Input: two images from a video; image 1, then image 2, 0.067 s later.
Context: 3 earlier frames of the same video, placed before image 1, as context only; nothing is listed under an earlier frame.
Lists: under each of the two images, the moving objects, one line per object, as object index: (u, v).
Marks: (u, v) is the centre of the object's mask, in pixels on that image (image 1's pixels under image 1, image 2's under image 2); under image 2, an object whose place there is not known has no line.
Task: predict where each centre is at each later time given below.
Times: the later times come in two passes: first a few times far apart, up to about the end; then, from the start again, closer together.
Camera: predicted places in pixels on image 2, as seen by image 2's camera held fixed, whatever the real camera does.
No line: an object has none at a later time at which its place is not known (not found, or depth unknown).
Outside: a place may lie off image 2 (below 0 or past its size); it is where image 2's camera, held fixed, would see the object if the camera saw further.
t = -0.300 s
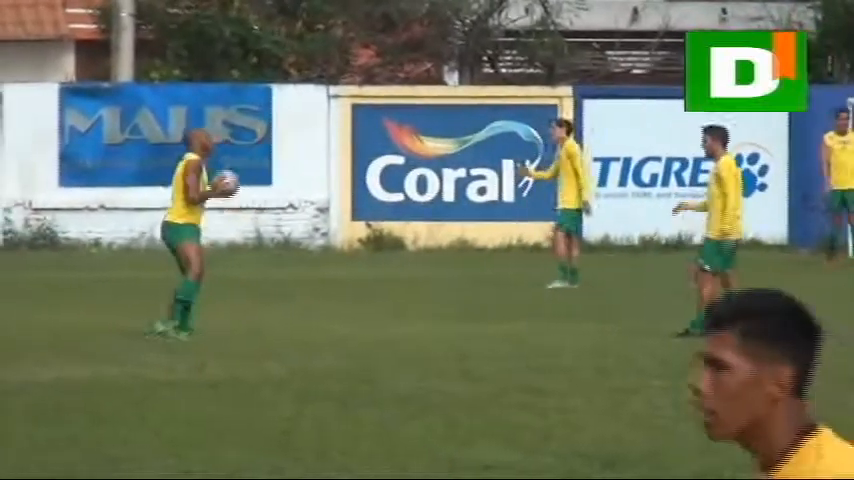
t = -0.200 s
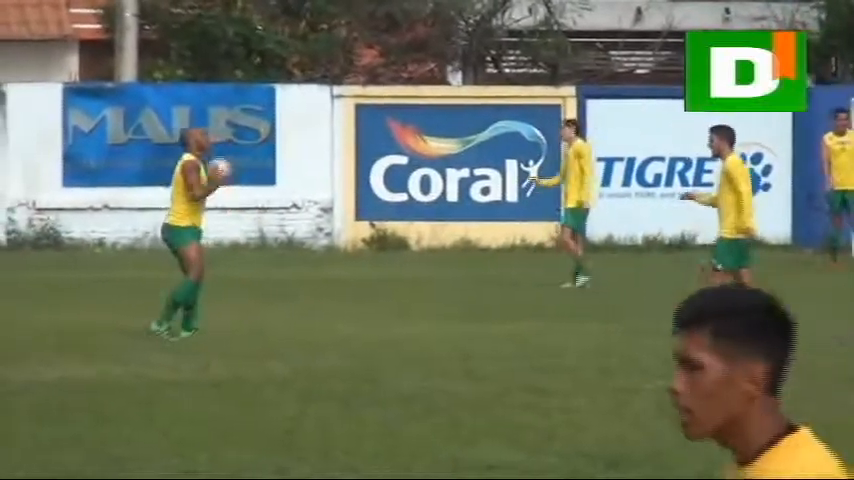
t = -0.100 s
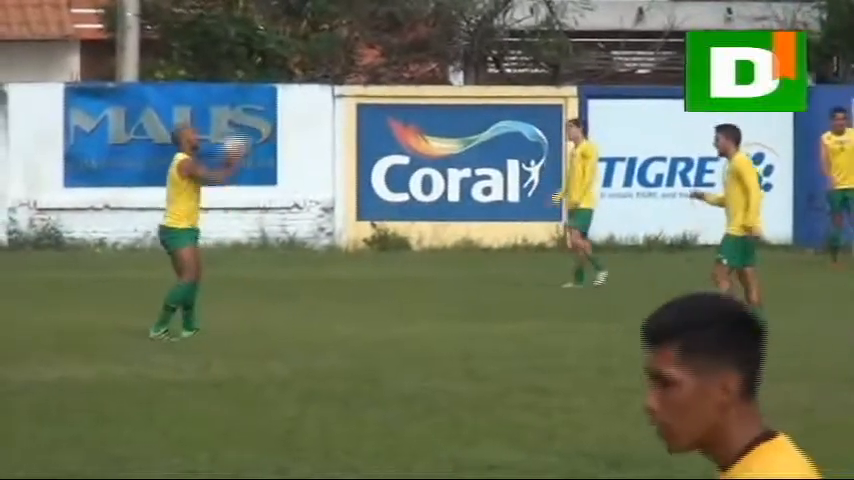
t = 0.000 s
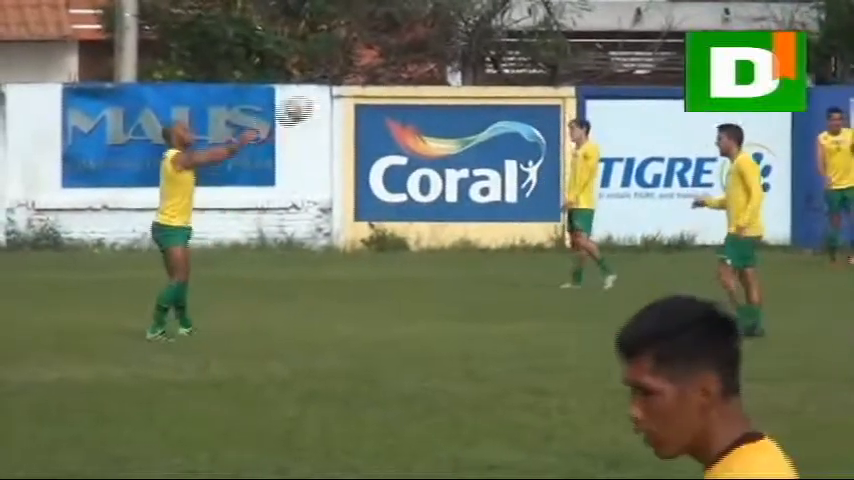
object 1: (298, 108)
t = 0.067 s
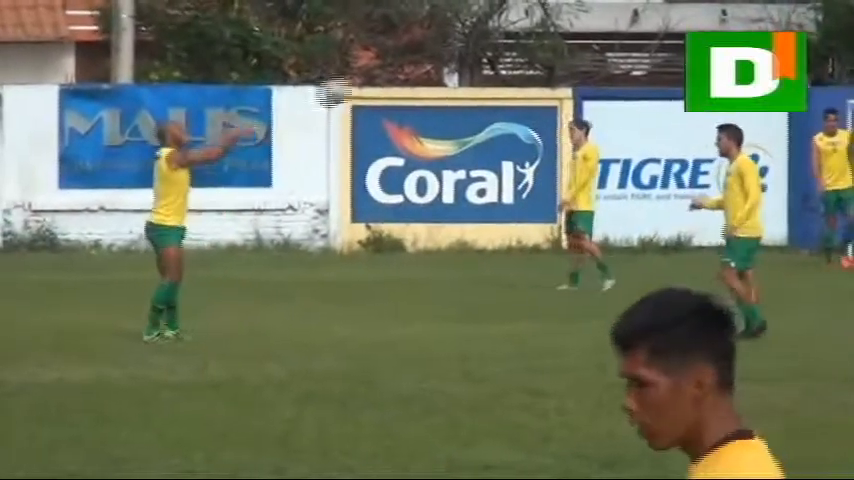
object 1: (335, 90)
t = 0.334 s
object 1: (508, 64)
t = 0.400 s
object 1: (554, 74)
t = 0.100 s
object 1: (355, 83)
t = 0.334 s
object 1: (508, 64)
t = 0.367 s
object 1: (531, 67)
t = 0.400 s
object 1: (554, 74)
